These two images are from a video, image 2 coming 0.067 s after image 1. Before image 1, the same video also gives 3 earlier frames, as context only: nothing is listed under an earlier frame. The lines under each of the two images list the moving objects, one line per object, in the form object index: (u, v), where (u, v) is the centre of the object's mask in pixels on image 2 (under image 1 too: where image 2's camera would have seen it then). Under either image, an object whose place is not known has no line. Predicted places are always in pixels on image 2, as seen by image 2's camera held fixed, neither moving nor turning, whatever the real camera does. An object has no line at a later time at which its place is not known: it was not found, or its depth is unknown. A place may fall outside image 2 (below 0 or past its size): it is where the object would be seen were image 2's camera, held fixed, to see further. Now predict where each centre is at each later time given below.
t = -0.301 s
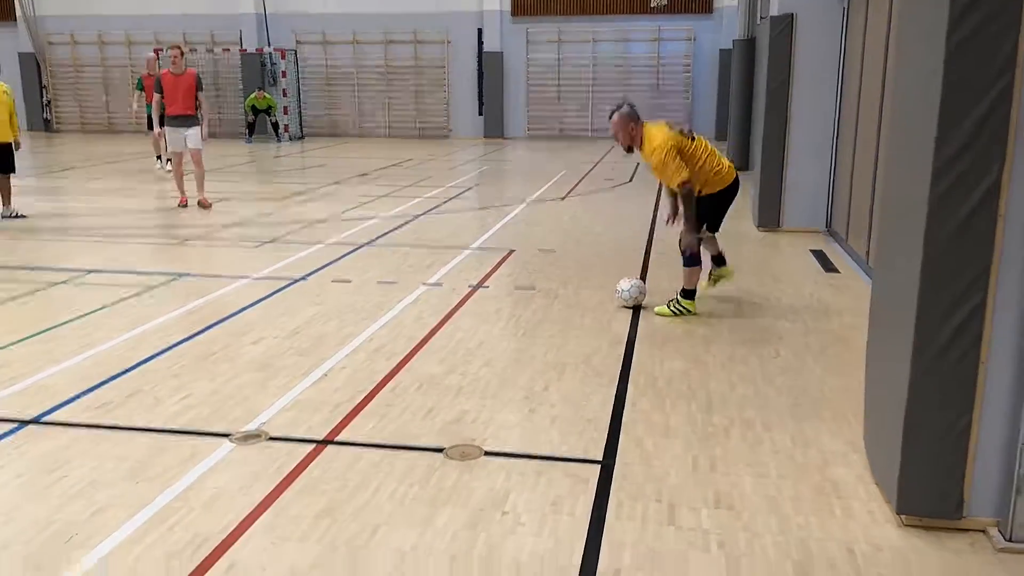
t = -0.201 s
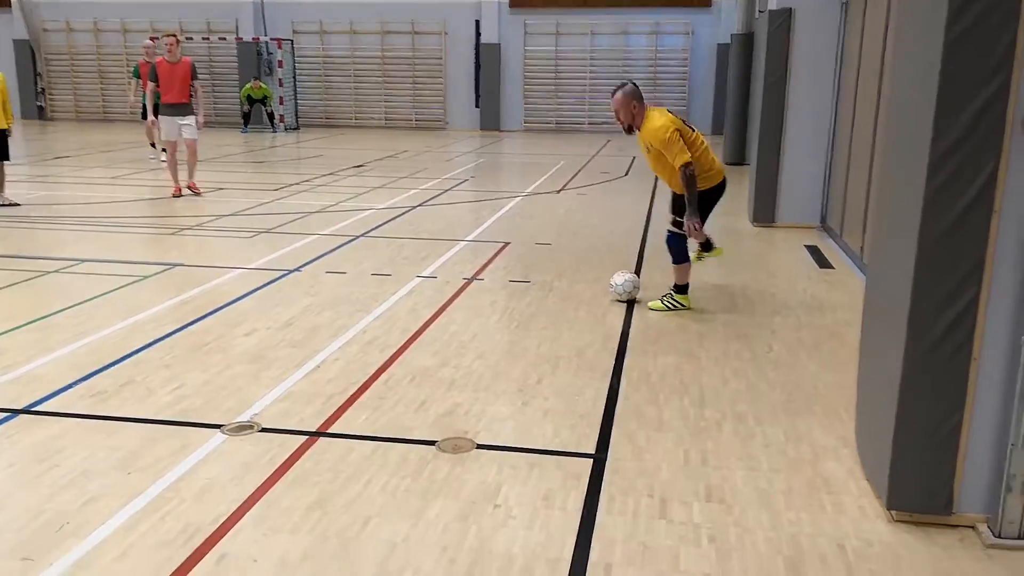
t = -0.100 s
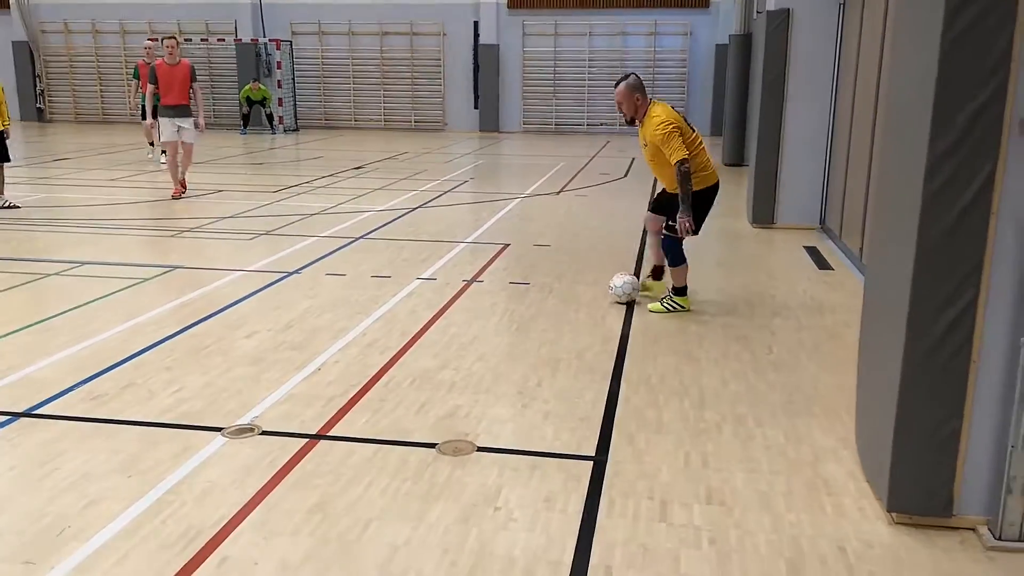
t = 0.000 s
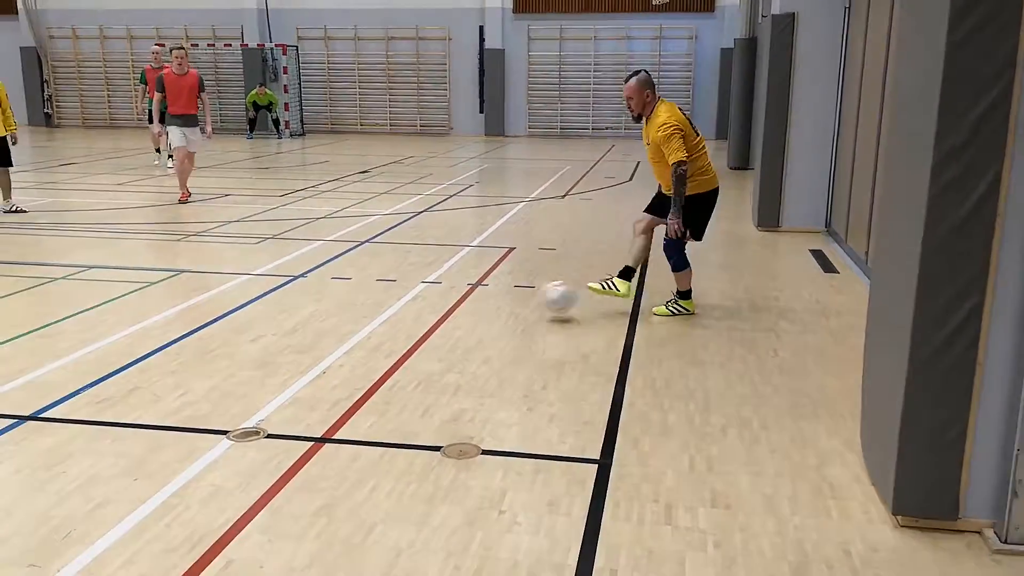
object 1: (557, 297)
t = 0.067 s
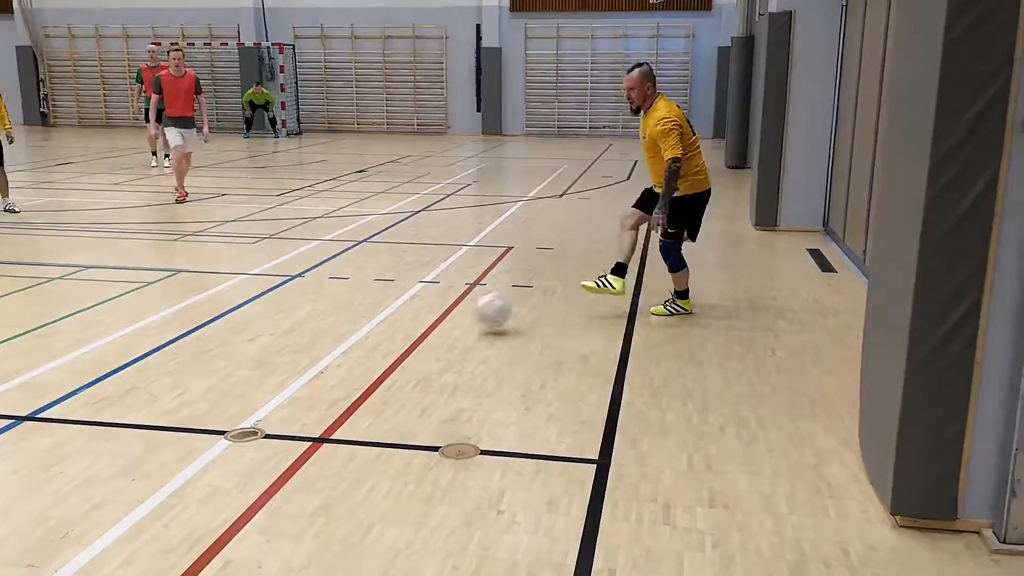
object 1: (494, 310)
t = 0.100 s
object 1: (459, 322)
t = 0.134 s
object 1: (432, 328)
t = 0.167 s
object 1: (398, 333)
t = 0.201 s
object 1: (365, 340)
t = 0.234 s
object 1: (330, 348)
